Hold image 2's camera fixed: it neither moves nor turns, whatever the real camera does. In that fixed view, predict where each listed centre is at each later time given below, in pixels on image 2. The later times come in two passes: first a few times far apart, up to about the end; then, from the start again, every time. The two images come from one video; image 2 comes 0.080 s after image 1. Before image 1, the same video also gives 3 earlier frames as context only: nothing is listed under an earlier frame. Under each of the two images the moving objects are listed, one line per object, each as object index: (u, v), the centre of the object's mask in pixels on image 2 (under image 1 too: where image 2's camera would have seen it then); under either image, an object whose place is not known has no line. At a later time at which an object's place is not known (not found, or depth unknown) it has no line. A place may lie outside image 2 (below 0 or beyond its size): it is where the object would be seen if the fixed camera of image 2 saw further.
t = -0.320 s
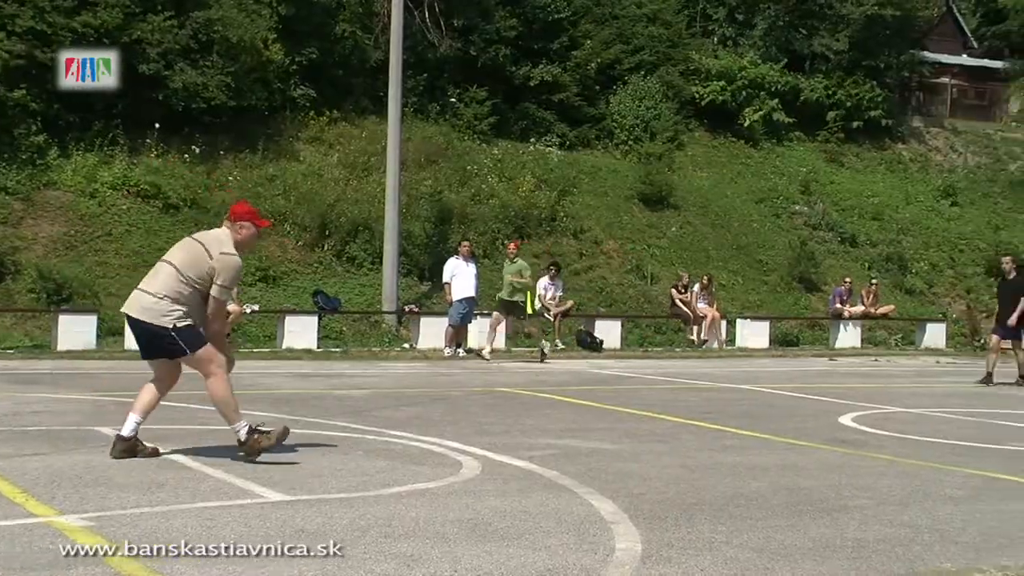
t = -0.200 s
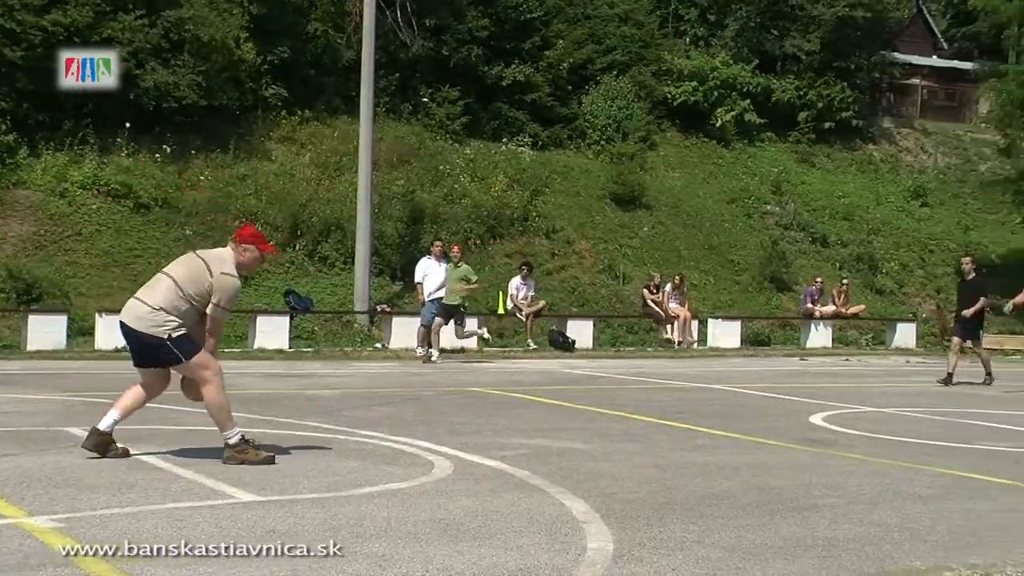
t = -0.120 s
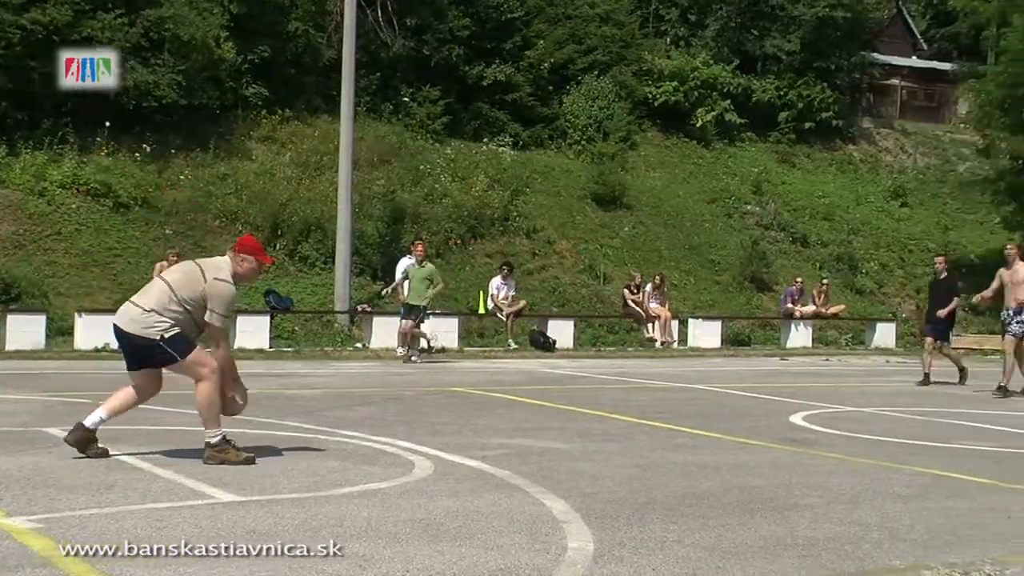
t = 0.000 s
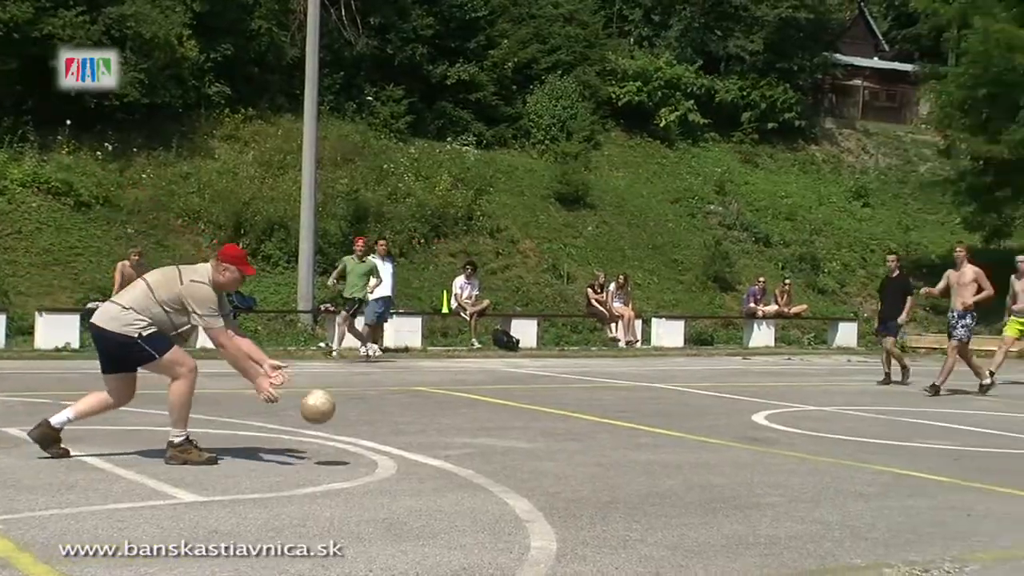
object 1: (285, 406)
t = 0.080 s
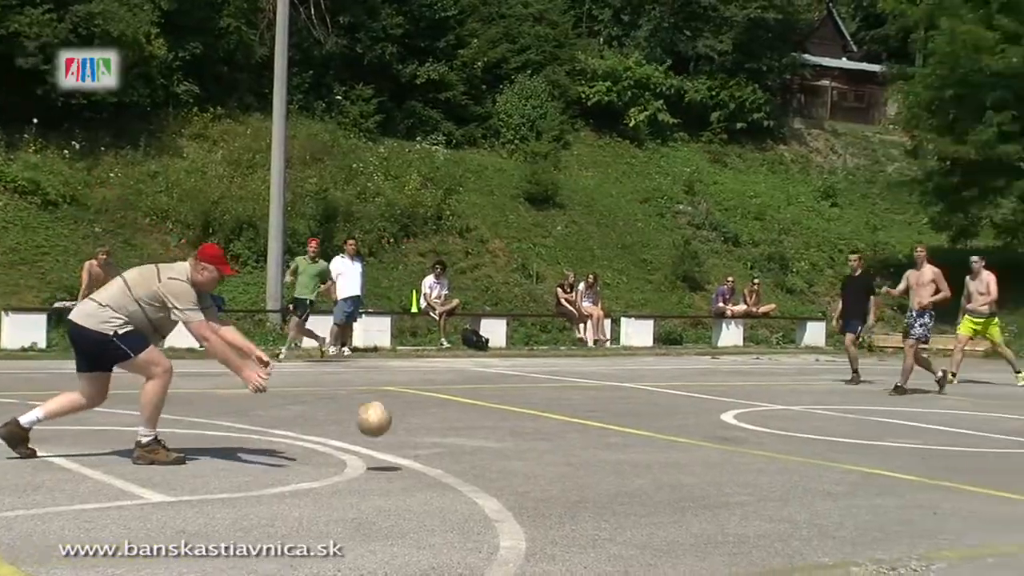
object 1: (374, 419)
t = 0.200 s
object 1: (506, 459)
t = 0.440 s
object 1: (699, 437)
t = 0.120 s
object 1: (418, 430)
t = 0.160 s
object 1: (462, 442)
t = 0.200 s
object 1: (506, 459)
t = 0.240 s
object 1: (542, 460)
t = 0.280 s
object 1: (574, 449)
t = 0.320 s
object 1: (606, 442)
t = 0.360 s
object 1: (637, 438)
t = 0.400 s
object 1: (667, 436)
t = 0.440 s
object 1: (699, 437)
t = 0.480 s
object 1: (730, 441)
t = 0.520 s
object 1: (761, 447)
